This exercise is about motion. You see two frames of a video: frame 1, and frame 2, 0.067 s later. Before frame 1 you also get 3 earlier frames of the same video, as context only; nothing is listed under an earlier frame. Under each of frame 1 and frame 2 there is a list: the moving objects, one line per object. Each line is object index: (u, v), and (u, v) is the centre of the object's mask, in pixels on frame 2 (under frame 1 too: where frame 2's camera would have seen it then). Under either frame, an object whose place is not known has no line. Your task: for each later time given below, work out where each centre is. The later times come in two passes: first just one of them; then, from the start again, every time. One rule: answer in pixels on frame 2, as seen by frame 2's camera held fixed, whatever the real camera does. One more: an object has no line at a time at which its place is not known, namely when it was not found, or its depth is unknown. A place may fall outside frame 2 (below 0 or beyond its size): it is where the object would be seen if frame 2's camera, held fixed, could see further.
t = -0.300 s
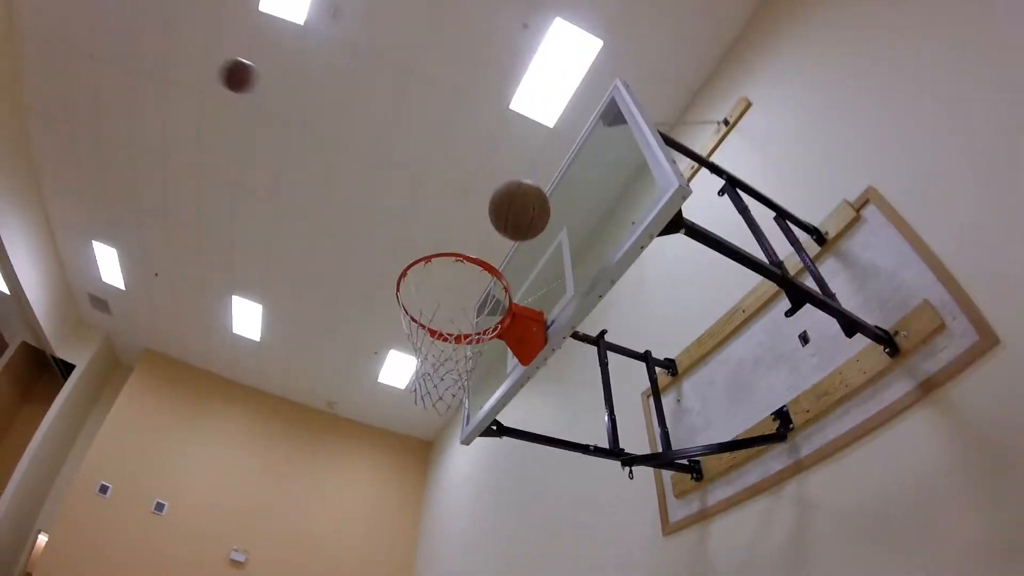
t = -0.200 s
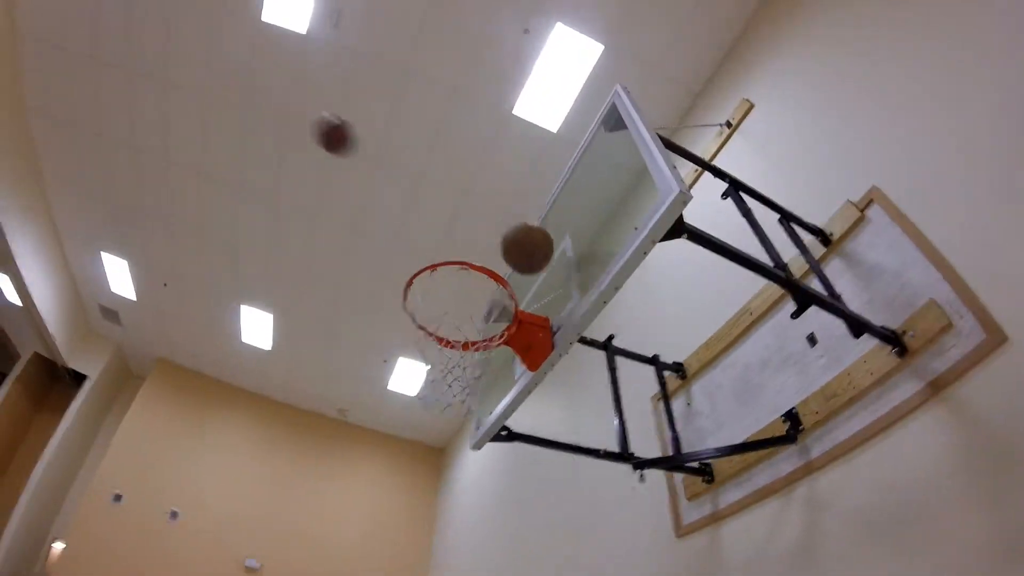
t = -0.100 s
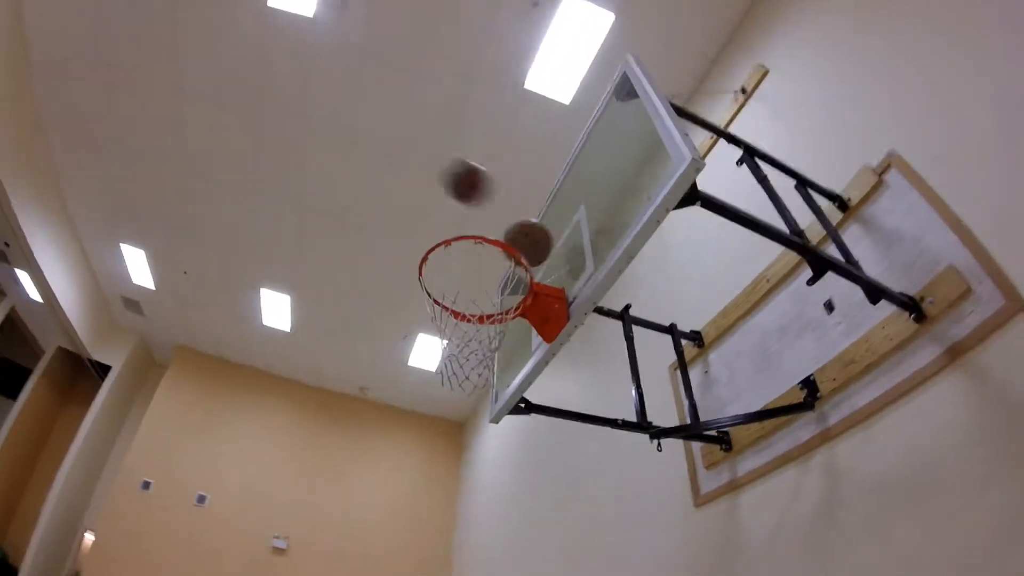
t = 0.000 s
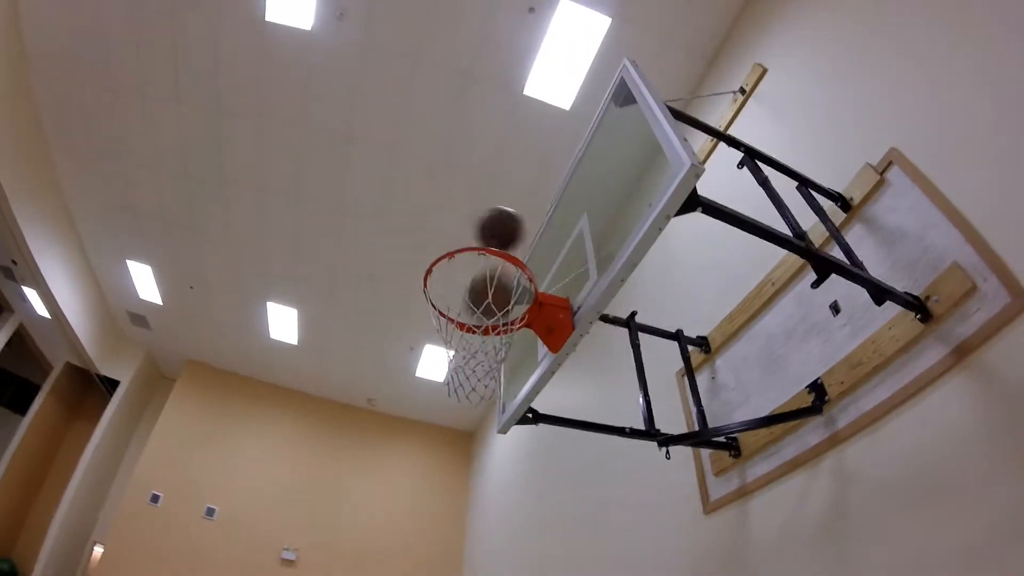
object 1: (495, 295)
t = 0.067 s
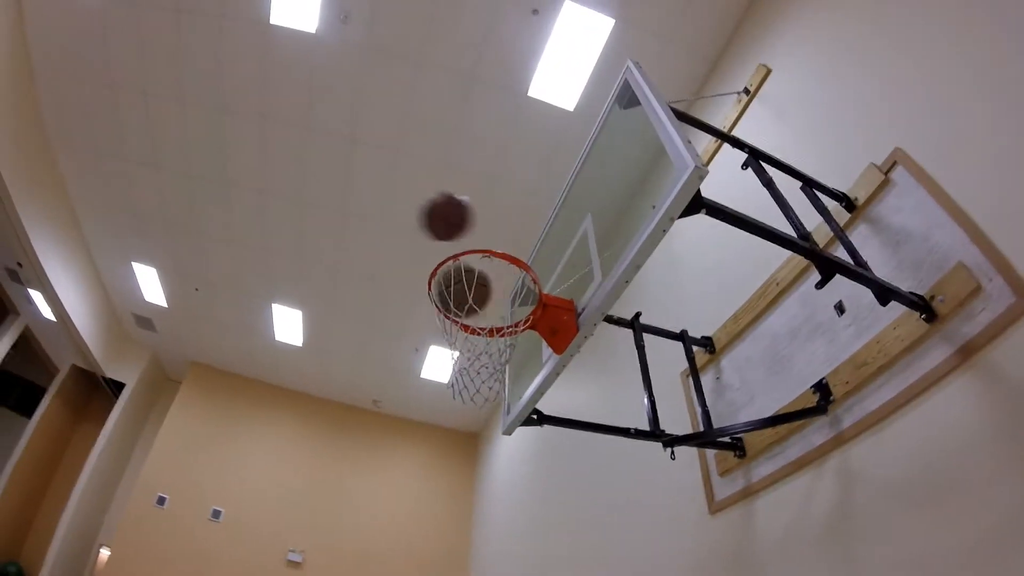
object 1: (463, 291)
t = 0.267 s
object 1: (540, 333)
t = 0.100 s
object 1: (468, 291)
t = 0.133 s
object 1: (489, 301)
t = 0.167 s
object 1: (513, 314)
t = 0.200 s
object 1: (531, 325)
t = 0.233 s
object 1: (539, 331)
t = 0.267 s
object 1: (540, 333)
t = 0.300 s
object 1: (535, 339)
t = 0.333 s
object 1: (528, 344)
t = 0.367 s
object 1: (521, 349)
